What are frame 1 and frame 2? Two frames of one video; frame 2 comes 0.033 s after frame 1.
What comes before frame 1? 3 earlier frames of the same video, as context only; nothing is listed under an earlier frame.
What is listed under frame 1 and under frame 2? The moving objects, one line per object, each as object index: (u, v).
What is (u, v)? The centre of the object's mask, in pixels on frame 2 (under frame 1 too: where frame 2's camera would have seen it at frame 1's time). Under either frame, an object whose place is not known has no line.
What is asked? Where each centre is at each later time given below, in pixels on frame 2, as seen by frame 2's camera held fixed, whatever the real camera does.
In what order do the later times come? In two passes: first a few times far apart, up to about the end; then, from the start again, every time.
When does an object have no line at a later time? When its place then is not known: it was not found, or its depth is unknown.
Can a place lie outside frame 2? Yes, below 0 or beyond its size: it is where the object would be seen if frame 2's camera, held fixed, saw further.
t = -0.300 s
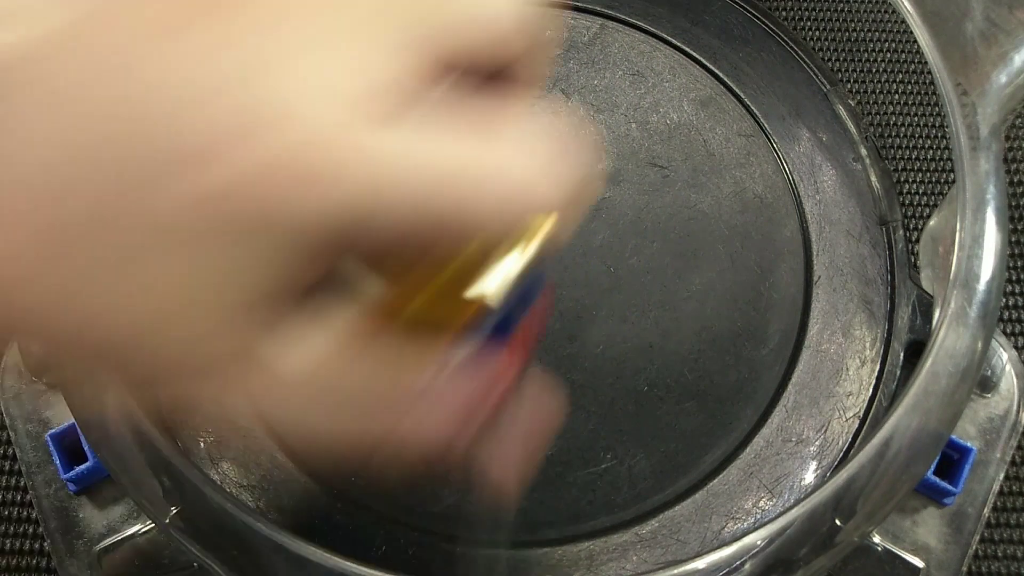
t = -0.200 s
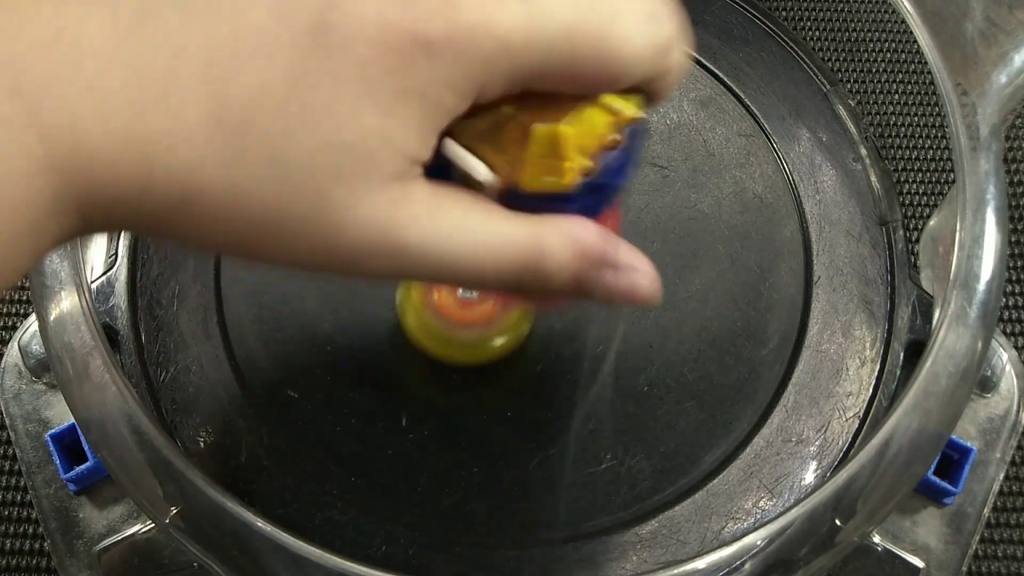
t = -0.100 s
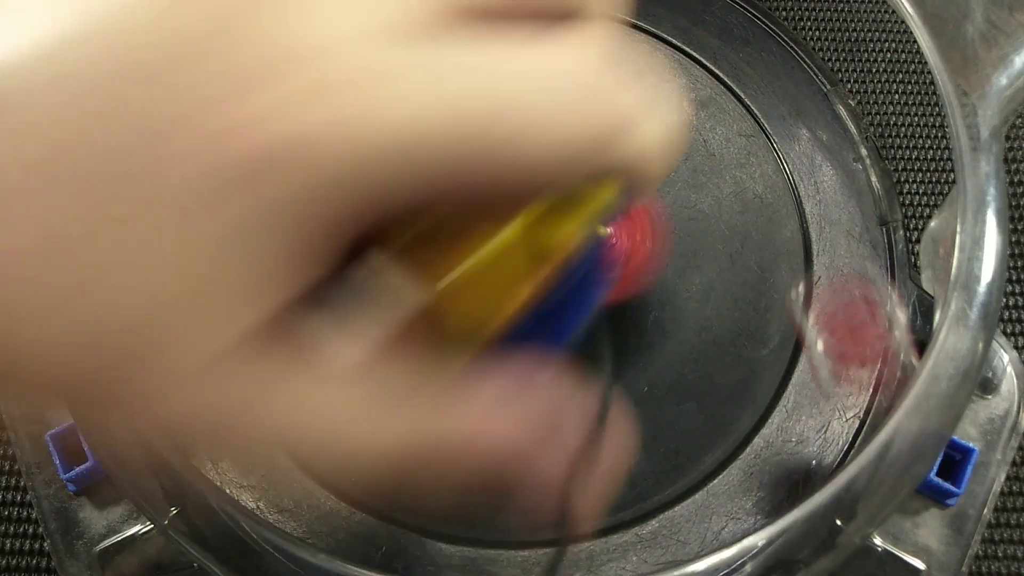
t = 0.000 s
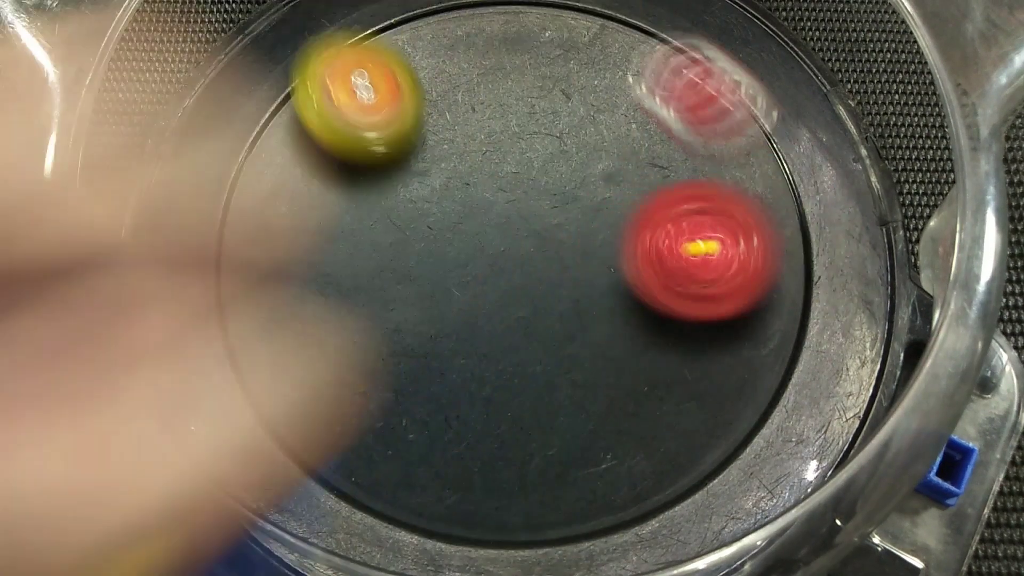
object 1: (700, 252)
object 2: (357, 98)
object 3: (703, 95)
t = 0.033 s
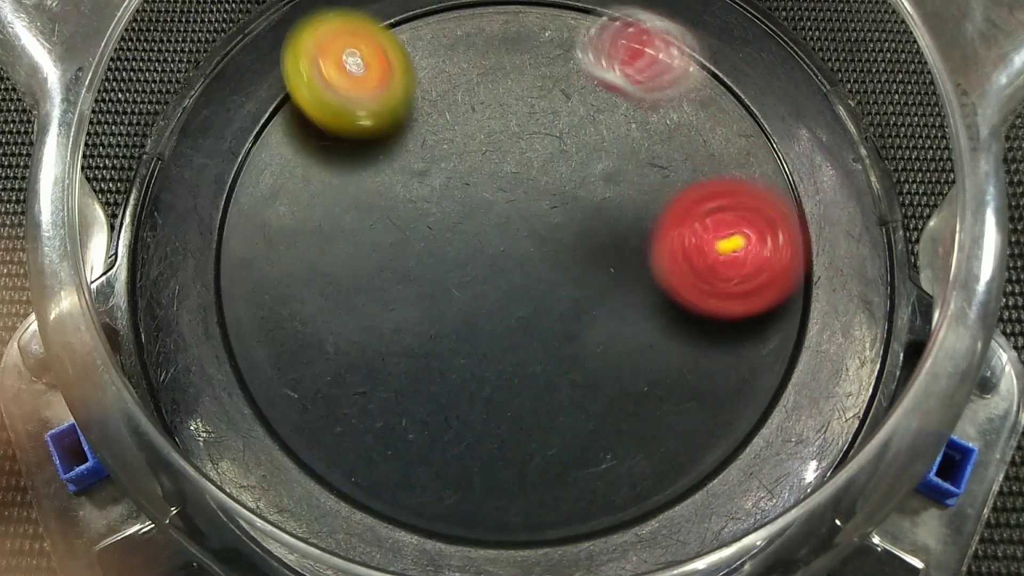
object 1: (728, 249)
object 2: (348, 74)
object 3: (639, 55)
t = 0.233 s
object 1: (758, 149)
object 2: (350, 76)
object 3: (425, 36)
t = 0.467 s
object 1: (577, 72)
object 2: (423, 142)
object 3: (749, 339)
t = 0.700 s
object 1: (532, 125)
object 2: (399, 295)
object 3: (674, 272)
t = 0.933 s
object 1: (457, 211)
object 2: (630, 311)
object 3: (728, 507)
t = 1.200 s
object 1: (559, 321)
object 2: (717, 213)
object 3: (364, 458)
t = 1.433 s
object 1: (621, 283)
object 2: (672, 154)
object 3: (305, 316)
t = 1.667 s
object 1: (554, 293)
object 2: (609, 135)
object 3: (339, 117)
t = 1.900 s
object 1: (509, 324)
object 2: (565, 182)
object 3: (485, 26)
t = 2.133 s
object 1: (497, 354)
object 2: (555, 224)
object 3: (671, 68)
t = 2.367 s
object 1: (483, 364)
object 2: (540, 214)
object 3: (790, 228)
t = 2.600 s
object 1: (431, 393)
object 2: (564, 147)
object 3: (718, 419)
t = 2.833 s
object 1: (431, 384)
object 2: (525, 125)
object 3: (503, 497)
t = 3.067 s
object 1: (442, 300)
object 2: (487, 157)
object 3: (305, 396)
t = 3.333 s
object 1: (404, 248)
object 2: (524, 167)
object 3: (267, 189)
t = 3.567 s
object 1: (399, 212)
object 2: (536, 198)
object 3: (387, 60)
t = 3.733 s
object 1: (397, 191)
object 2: (551, 217)
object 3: (513, 34)
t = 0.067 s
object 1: (749, 240)
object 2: (343, 60)
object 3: (585, 38)
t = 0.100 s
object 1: (766, 226)
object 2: (343, 55)
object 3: (542, 40)
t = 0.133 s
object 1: (775, 207)
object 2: (343, 55)
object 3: (501, 40)
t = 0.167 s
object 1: (776, 190)
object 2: (346, 58)
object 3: (465, 28)
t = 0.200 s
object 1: (772, 170)
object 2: (349, 65)
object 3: (430, 28)
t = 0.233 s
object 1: (758, 149)
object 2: (350, 76)
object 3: (425, 36)
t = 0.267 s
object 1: (740, 129)
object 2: (353, 88)
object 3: (433, 58)
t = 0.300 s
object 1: (719, 109)
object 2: (360, 96)
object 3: (474, 95)
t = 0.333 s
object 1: (694, 92)
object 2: (367, 106)
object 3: (528, 147)
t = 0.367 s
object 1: (665, 77)
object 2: (376, 115)
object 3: (586, 215)
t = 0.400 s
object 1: (636, 70)
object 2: (389, 125)
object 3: (636, 283)
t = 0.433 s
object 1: (607, 69)
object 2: (405, 134)
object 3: (696, 316)
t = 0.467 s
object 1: (577, 72)
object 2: (423, 142)
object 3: (749, 339)
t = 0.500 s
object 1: (554, 74)
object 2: (434, 157)
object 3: (801, 370)
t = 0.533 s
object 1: (559, 69)
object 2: (411, 184)
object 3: (861, 390)
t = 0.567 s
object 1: (561, 71)
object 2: (394, 210)
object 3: (844, 366)
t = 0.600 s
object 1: (557, 79)
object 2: (384, 236)
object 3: (798, 340)
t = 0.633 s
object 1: (548, 92)
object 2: (380, 258)
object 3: (752, 323)
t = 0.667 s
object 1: (539, 107)
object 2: (385, 278)
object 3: (712, 299)
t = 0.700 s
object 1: (532, 125)
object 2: (399, 295)
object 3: (674, 272)
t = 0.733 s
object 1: (526, 147)
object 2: (421, 309)
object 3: (637, 251)
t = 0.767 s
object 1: (520, 169)
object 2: (450, 320)
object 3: (605, 235)
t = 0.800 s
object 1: (506, 175)
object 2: (484, 328)
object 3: (639, 304)
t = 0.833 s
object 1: (487, 177)
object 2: (524, 330)
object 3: (702, 388)
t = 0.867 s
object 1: (473, 184)
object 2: (562, 328)
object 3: (754, 468)
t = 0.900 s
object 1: (464, 195)
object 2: (599, 321)
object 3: (773, 520)
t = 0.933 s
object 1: (457, 211)
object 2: (630, 311)
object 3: (728, 507)
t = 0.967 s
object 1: (455, 230)
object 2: (659, 299)
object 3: (694, 498)
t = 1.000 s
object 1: (460, 249)
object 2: (681, 286)
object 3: (646, 480)
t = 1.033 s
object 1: (470, 268)
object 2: (697, 273)
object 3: (599, 461)
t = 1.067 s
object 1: (486, 287)
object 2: (708, 260)
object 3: (552, 440)
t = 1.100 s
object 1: (504, 305)
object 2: (715, 247)
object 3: (504, 423)
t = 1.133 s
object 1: (525, 315)
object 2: (719, 234)
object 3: (453, 436)
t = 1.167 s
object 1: (544, 320)
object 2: (719, 223)
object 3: (405, 450)
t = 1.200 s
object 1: (559, 321)
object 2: (717, 213)
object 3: (364, 458)
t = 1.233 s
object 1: (573, 318)
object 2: (712, 203)
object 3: (329, 455)
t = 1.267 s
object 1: (590, 314)
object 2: (707, 194)
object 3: (312, 439)
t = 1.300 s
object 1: (608, 308)
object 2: (700, 186)
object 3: (306, 418)
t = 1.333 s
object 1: (623, 299)
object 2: (691, 179)
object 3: (304, 393)
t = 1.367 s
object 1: (629, 293)
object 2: (684, 172)
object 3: (304, 368)
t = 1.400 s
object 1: (626, 289)
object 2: (679, 162)
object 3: (304, 342)
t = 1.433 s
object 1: (621, 283)
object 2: (672, 154)
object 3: (305, 316)
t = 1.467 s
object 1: (614, 276)
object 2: (662, 149)
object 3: (307, 288)
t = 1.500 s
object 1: (608, 270)
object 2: (650, 148)
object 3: (308, 259)
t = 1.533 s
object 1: (598, 272)
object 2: (640, 143)
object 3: (310, 230)
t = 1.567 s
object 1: (585, 280)
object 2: (632, 134)
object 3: (313, 200)
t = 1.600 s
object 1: (573, 286)
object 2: (625, 130)
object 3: (319, 172)
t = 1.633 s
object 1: (563, 290)
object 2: (616, 131)
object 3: (328, 144)
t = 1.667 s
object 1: (554, 293)
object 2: (609, 135)
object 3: (339, 117)
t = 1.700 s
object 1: (547, 295)
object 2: (600, 142)
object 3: (353, 91)
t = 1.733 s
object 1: (542, 296)
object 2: (592, 150)
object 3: (371, 64)
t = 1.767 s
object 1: (538, 299)
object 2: (584, 160)
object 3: (389, 42)
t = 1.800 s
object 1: (532, 301)
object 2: (576, 171)
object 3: (408, 29)
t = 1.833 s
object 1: (526, 303)
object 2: (568, 181)
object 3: (433, 24)
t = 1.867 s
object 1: (518, 312)
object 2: (565, 185)
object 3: (459, 25)
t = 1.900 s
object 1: (509, 324)
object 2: (565, 182)
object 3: (485, 26)
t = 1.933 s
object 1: (503, 336)
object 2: (565, 181)
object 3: (510, 28)
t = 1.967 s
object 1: (498, 346)
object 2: (566, 183)
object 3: (537, 29)
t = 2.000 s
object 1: (495, 353)
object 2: (567, 189)
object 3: (563, 31)
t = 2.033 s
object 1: (493, 356)
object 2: (567, 196)
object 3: (592, 36)
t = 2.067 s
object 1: (494, 355)
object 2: (567, 204)
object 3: (618, 44)
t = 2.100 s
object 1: (496, 355)
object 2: (563, 214)
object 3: (647, 55)
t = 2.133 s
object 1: (497, 354)
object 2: (555, 224)
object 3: (671, 68)
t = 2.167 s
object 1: (497, 353)
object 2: (548, 231)
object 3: (697, 84)
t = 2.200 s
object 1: (492, 359)
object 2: (544, 230)
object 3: (717, 102)
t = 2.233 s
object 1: (486, 367)
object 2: (543, 224)
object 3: (739, 124)
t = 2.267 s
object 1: (482, 370)
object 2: (543, 220)
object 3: (756, 145)
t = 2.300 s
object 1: (480, 370)
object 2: (542, 217)
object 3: (771, 172)
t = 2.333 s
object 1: (481, 368)
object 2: (541, 215)
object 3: (783, 197)
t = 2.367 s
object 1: (483, 364)
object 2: (540, 214)
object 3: (790, 228)
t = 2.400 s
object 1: (485, 360)
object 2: (537, 215)
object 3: (790, 256)
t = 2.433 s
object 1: (485, 354)
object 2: (534, 217)
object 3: (786, 285)
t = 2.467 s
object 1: (484, 347)
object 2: (531, 220)
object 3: (780, 313)
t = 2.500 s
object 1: (475, 352)
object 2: (532, 216)
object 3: (770, 342)
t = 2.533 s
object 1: (455, 372)
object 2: (546, 188)
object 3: (757, 369)
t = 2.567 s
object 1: (440, 385)
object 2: (556, 165)
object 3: (739, 396)
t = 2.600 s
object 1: (431, 393)
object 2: (564, 147)
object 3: (718, 419)
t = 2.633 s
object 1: (425, 398)
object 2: (568, 136)
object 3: (694, 442)
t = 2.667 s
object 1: (425, 400)
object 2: (568, 129)
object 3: (666, 459)
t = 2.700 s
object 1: (425, 400)
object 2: (564, 125)
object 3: (637, 476)
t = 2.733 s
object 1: (427, 399)
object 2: (556, 124)
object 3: (605, 487)
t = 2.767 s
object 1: (428, 396)
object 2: (546, 124)
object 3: (572, 495)
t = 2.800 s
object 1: (430, 391)
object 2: (535, 125)
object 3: (537, 498)
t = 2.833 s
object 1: (431, 384)
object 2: (525, 125)
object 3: (503, 497)
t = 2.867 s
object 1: (434, 376)
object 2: (514, 125)
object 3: (469, 493)
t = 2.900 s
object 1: (437, 367)
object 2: (505, 128)
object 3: (437, 484)
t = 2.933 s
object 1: (439, 356)
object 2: (498, 131)
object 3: (405, 472)
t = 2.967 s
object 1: (441, 343)
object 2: (494, 137)
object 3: (376, 457)
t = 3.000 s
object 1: (442, 330)
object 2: (491, 143)
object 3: (349, 439)
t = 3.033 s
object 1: (442, 315)
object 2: (488, 150)
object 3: (325, 418)
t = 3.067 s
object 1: (442, 300)
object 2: (487, 157)
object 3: (305, 396)
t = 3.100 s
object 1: (441, 286)
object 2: (486, 165)
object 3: (288, 372)
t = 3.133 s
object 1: (435, 280)
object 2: (489, 165)
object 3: (275, 348)
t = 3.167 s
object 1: (429, 275)
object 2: (494, 164)
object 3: (264, 321)
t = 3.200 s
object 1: (424, 269)
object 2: (498, 164)
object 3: (258, 293)
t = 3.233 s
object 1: (420, 262)
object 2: (504, 165)
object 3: (255, 268)
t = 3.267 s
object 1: (414, 257)
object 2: (510, 165)
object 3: (256, 241)
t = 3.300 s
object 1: (407, 253)
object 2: (517, 165)
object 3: (259, 216)
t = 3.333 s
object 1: (404, 248)
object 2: (524, 167)
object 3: (267, 189)
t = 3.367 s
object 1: (401, 244)
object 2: (529, 169)
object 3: (276, 166)
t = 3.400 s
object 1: (399, 238)
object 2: (532, 173)
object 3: (289, 144)
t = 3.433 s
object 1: (397, 233)
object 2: (535, 177)
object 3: (305, 122)
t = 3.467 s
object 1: (396, 227)
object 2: (536, 182)
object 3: (322, 103)
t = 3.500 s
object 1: (397, 221)
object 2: (536, 187)
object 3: (341, 86)
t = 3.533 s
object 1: (397, 217)
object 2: (536, 193)
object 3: (363, 71)
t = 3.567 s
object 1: (399, 212)
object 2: (536, 198)
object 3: (387, 60)
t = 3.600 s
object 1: (397, 207)
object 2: (538, 202)
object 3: (411, 49)
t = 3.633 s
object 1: (394, 201)
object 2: (544, 207)
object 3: (437, 42)
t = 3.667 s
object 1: (394, 197)
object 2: (548, 210)
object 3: (461, 37)
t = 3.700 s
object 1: (395, 194)
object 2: (550, 214)
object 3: (486, 34)
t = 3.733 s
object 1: (397, 191)
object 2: (551, 217)
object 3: (513, 34)
